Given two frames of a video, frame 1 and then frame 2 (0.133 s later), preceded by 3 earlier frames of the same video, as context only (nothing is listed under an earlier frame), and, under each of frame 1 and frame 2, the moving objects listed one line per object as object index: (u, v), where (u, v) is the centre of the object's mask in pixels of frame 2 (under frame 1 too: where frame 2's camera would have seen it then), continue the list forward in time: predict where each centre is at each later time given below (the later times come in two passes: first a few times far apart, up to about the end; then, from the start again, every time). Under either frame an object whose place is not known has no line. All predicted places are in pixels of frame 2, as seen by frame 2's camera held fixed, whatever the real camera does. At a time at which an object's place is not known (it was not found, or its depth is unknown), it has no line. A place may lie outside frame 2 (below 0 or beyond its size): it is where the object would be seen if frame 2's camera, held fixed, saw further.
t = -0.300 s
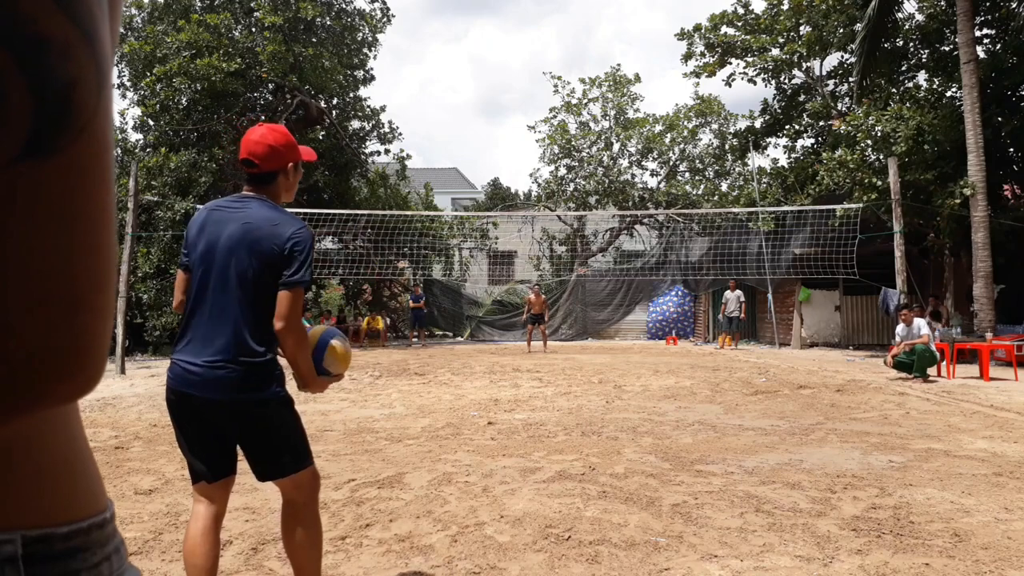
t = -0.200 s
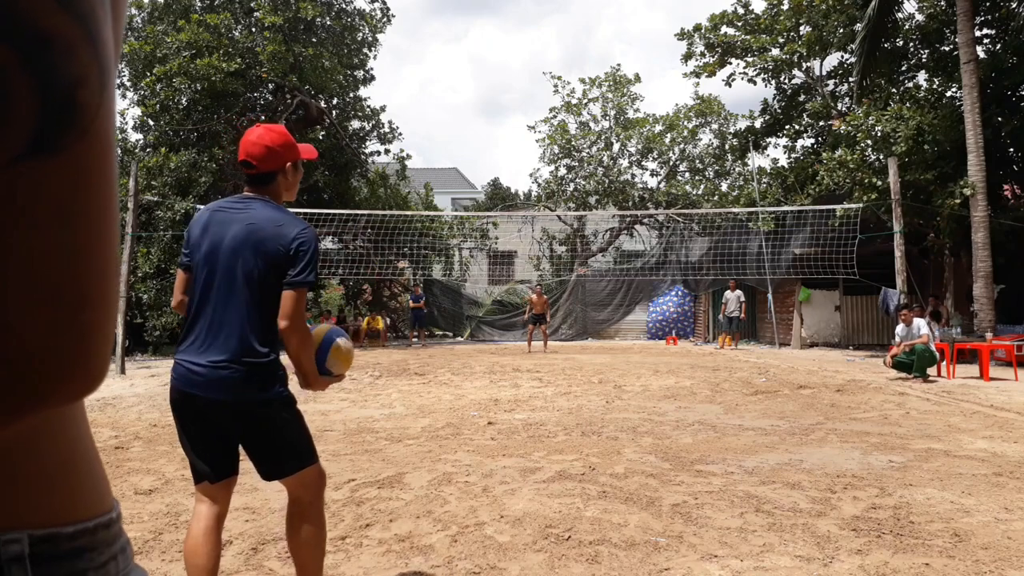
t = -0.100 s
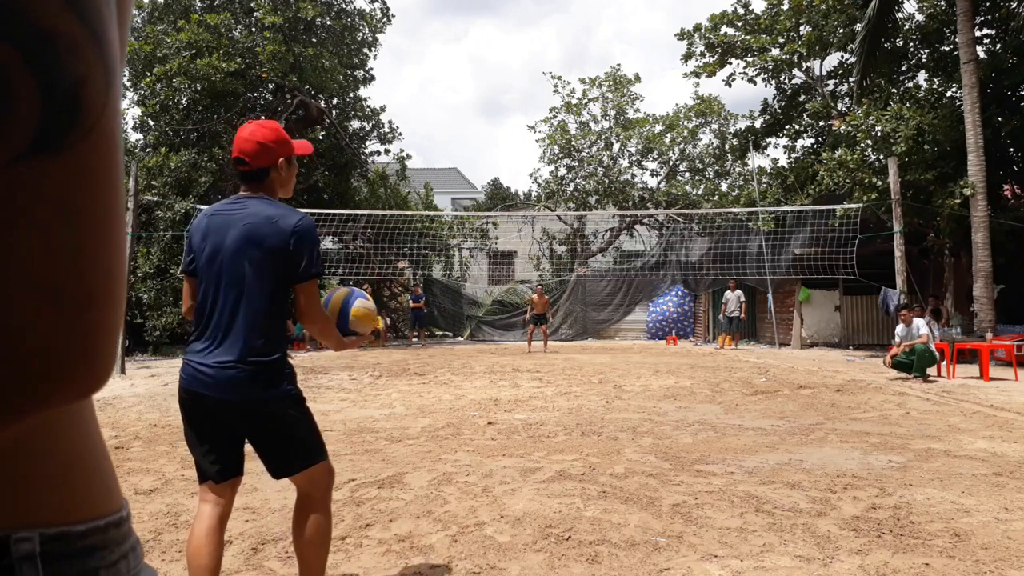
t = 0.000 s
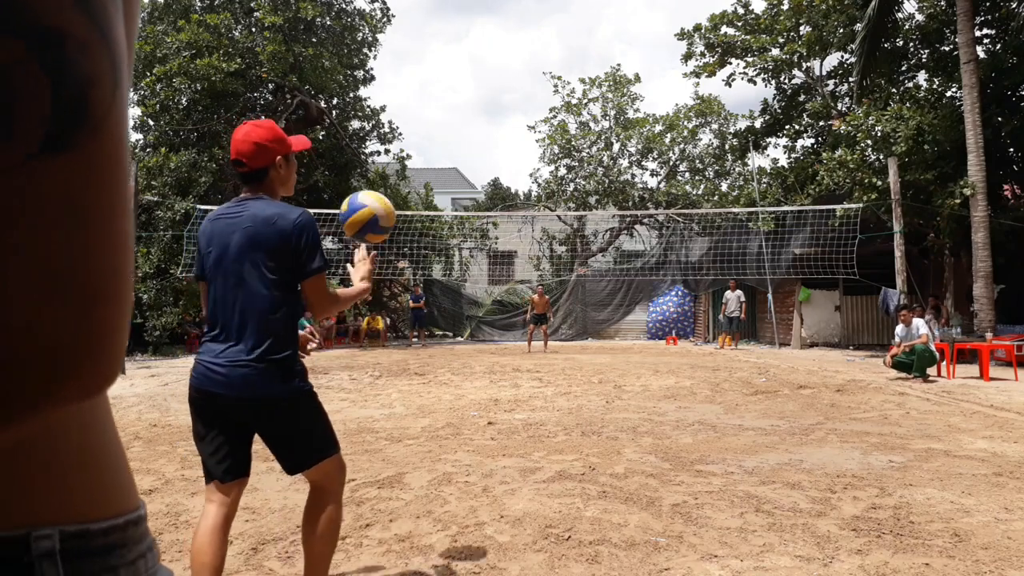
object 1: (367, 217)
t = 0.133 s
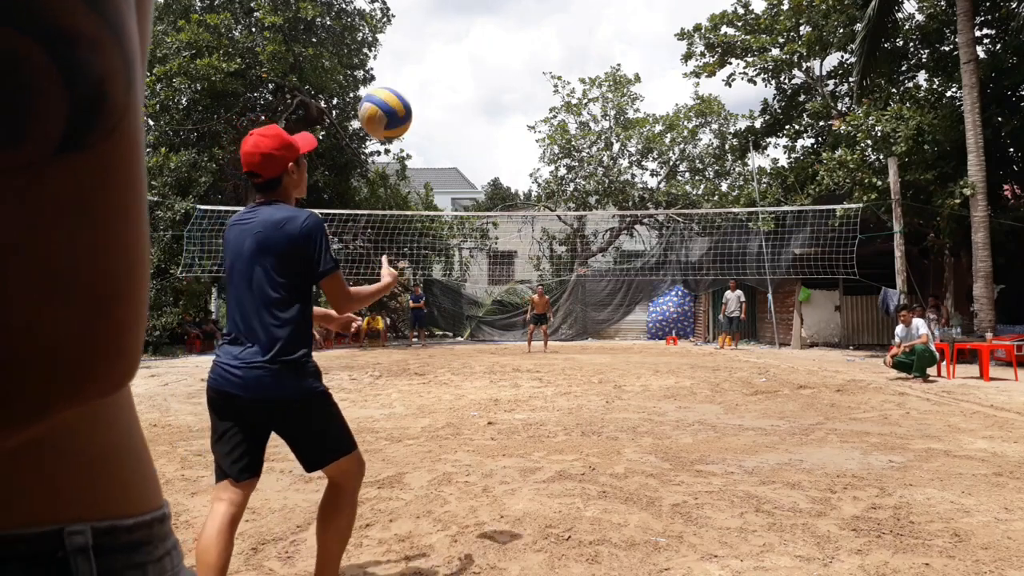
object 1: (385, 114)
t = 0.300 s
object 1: (406, 52)
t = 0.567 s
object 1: (438, 89)
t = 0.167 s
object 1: (389, 95)
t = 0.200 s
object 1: (394, 80)
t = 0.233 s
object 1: (398, 68)
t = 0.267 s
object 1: (403, 58)
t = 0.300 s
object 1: (406, 52)
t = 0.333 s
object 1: (410, 48)
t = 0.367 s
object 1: (414, 46)
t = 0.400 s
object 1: (418, 47)
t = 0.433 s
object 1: (422, 50)
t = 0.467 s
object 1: (427, 57)
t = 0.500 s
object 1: (430, 66)
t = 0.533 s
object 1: (434, 77)
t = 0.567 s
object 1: (438, 89)
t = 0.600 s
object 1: (441, 105)
